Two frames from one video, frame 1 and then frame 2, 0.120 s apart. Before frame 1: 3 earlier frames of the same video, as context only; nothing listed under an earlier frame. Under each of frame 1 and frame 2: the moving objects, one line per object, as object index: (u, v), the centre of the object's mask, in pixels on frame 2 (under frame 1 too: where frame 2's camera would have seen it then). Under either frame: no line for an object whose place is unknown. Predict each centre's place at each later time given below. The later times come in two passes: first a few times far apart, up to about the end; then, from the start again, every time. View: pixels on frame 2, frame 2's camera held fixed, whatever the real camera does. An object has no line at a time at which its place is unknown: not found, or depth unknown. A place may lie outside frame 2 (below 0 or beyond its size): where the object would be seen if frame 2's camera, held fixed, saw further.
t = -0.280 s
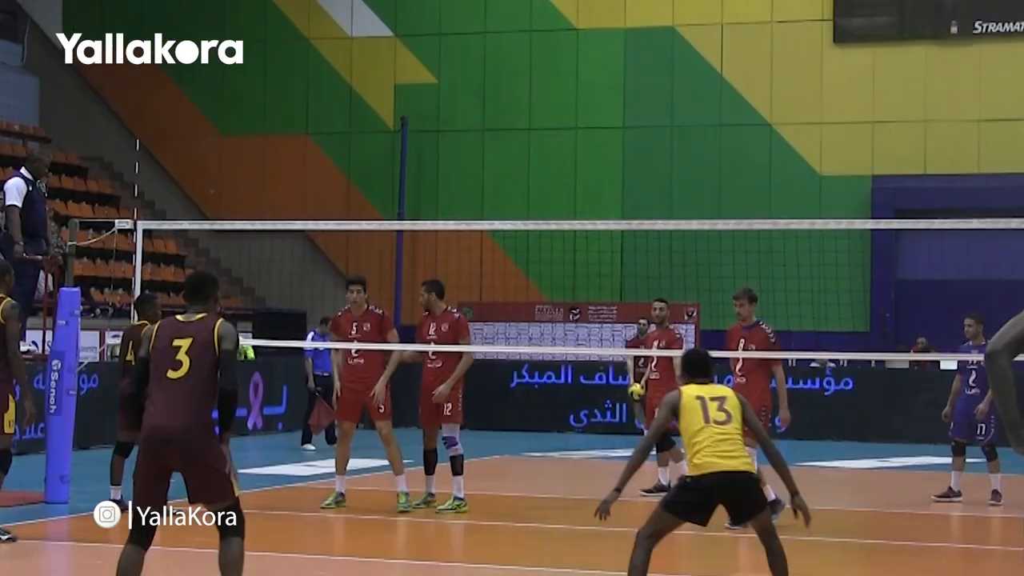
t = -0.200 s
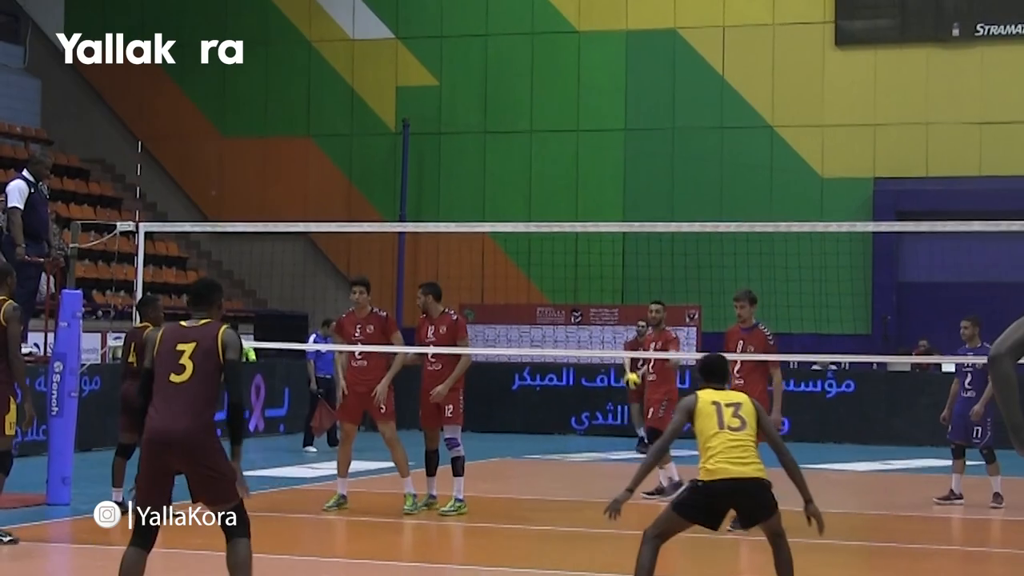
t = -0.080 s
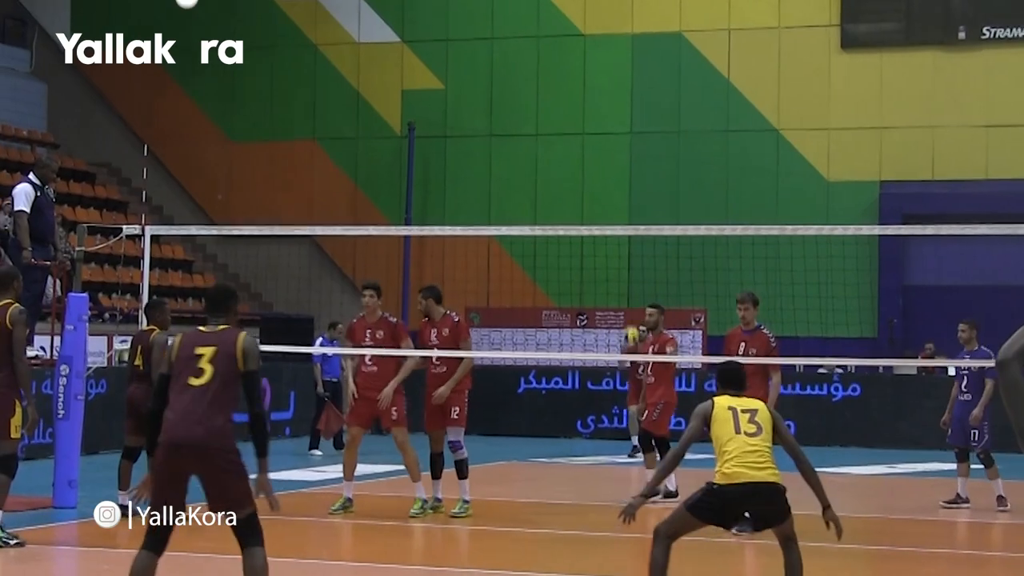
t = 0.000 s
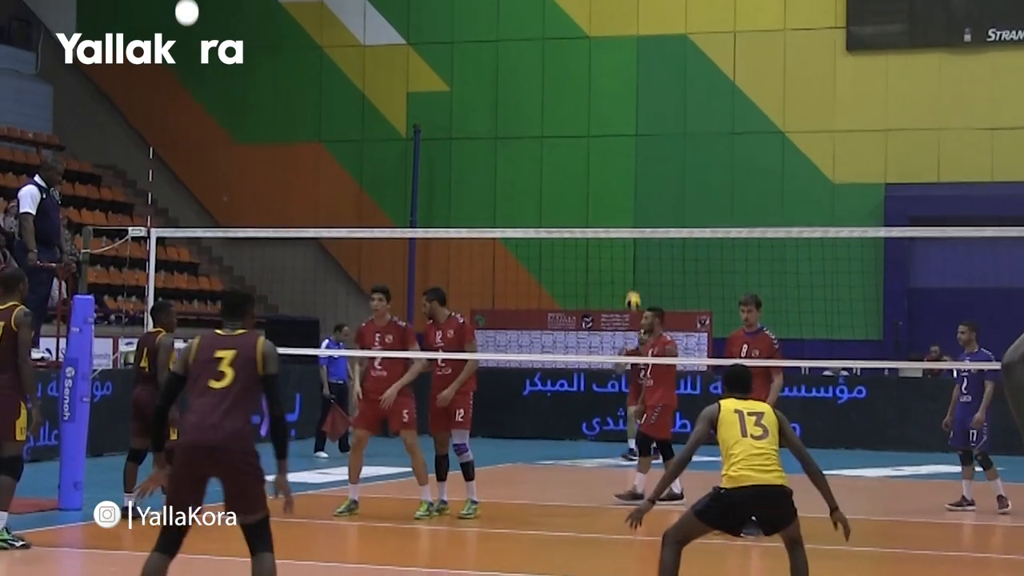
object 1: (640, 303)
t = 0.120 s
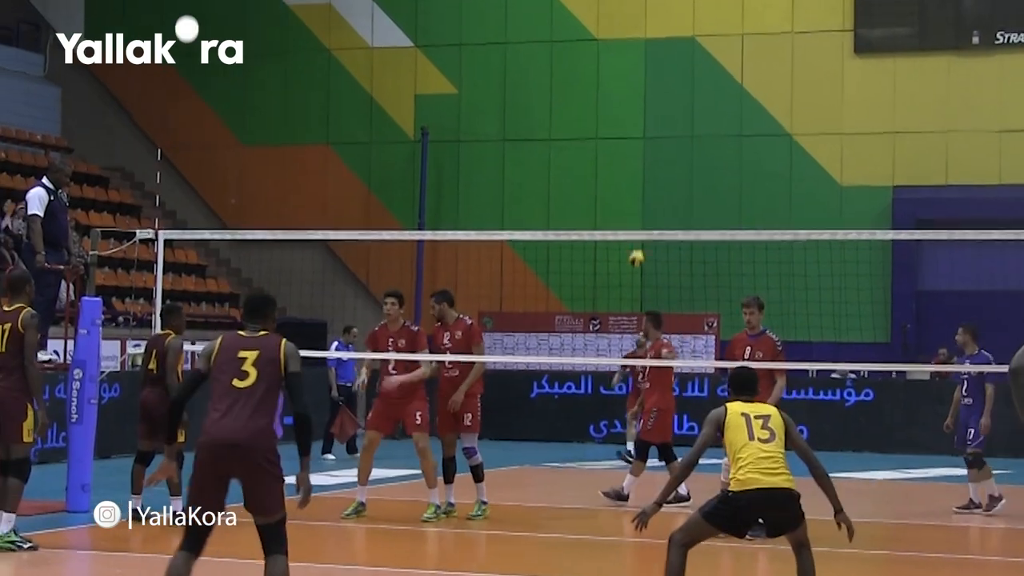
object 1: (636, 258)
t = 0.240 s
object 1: (632, 222)
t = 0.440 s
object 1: (624, 190)
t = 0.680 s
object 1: (615, 189)
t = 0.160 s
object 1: (635, 247)
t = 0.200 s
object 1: (634, 228)
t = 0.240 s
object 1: (632, 222)
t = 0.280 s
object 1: (630, 213)
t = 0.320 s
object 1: (629, 205)
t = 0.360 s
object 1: (628, 199)
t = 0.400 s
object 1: (626, 194)
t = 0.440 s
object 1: (624, 190)
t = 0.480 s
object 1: (623, 187)
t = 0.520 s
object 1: (621, 184)
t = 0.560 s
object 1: (620, 183)
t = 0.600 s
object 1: (618, 184)
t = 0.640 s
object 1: (617, 185)
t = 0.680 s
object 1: (615, 189)
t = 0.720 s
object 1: (614, 193)
